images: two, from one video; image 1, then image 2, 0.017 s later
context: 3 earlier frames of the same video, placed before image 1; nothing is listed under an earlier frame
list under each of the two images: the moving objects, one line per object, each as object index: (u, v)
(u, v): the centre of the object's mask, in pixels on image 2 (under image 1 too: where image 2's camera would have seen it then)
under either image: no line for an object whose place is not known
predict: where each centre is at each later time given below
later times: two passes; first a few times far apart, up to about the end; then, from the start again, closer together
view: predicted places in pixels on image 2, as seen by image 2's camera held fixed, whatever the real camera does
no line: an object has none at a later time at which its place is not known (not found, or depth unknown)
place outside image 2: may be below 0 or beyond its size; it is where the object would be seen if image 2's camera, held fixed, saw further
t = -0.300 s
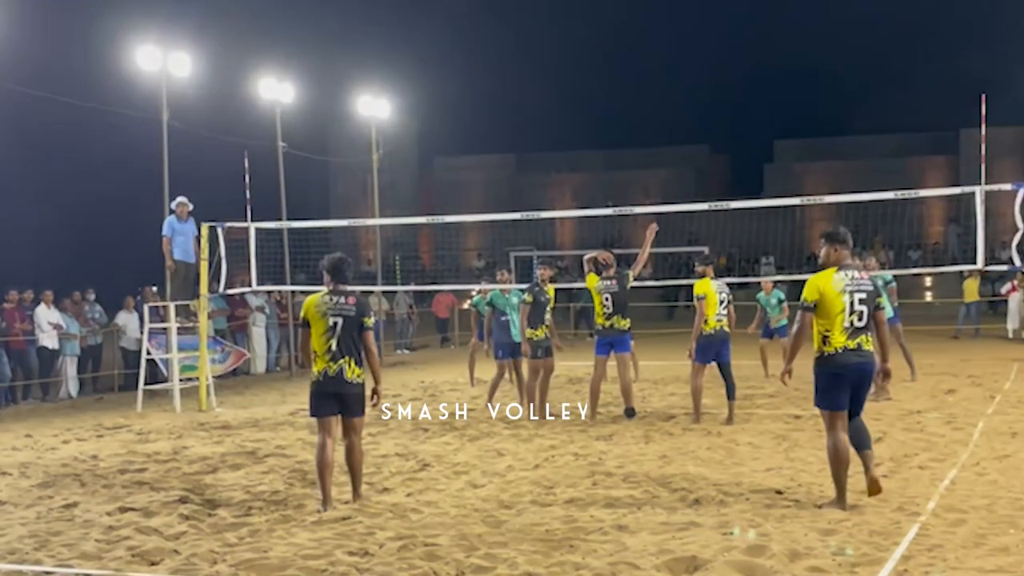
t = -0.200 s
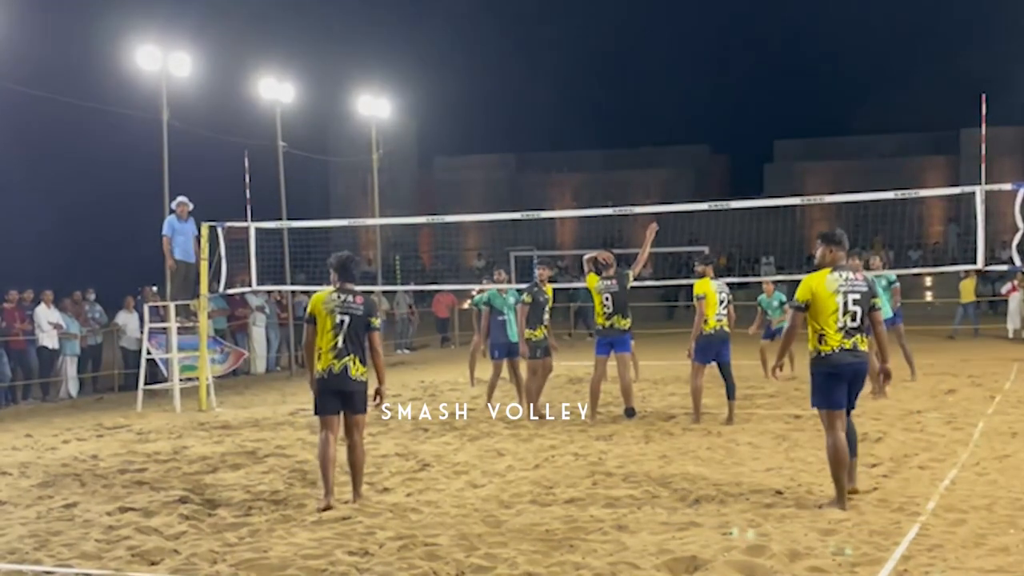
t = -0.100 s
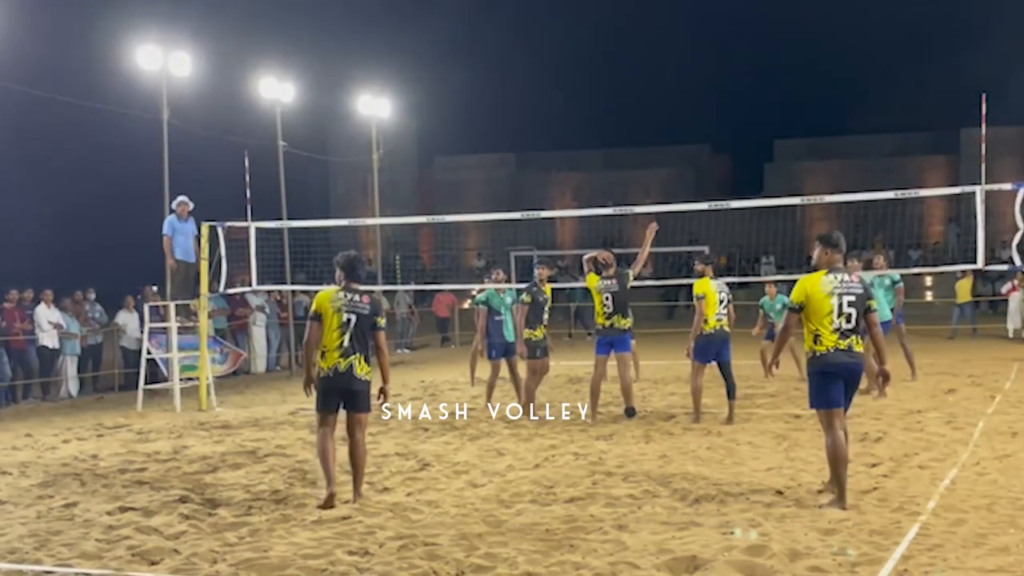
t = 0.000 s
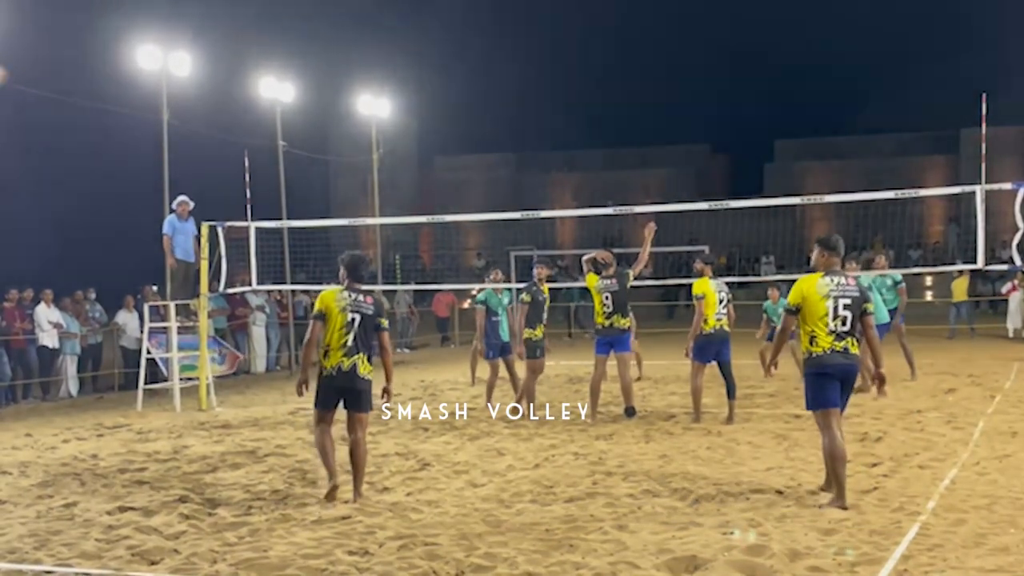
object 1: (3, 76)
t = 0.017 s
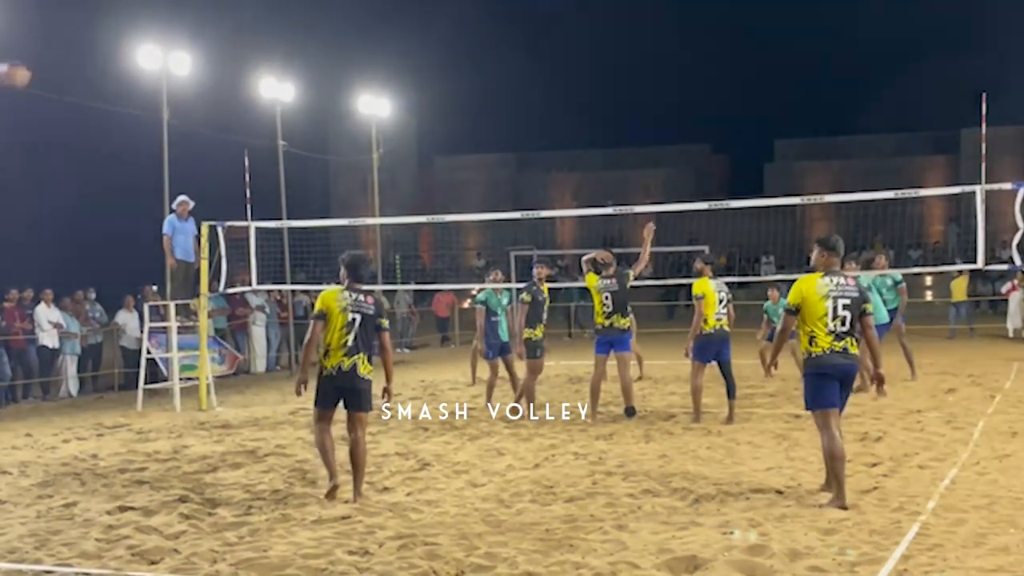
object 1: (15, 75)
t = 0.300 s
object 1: (302, 144)
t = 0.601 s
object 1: (462, 250)
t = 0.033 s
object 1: (34, 76)
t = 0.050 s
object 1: (55, 79)
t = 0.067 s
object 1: (77, 81)
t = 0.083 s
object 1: (96, 84)
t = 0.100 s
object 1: (115, 88)
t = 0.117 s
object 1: (135, 91)
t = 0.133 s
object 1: (151, 95)
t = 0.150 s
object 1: (170, 99)
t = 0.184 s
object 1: (202, 108)
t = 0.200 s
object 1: (218, 112)
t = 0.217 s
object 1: (233, 117)
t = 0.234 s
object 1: (247, 122)
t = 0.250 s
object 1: (262, 127)
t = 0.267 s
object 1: (276, 133)
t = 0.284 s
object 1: (290, 138)
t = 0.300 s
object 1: (302, 144)
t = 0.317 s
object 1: (316, 150)
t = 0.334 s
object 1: (328, 156)
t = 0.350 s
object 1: (339, 162)
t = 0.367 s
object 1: (352, 168)
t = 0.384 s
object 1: (362, 174)
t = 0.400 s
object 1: (373, 180)
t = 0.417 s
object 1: (385, 187)
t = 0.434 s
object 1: (395, 193)
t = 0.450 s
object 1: (405, 200)
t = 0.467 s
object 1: (415, 206)
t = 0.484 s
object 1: (425, 213)
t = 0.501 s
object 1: (433, 220)
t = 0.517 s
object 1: (442, 228)
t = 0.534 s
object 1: (450, 234)
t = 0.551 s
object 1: (454, 237)
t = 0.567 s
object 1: (458, 242)
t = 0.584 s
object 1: (460, 245)
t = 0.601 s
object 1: (462, 250)
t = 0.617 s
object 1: (463, 256)
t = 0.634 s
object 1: (463, 259)
